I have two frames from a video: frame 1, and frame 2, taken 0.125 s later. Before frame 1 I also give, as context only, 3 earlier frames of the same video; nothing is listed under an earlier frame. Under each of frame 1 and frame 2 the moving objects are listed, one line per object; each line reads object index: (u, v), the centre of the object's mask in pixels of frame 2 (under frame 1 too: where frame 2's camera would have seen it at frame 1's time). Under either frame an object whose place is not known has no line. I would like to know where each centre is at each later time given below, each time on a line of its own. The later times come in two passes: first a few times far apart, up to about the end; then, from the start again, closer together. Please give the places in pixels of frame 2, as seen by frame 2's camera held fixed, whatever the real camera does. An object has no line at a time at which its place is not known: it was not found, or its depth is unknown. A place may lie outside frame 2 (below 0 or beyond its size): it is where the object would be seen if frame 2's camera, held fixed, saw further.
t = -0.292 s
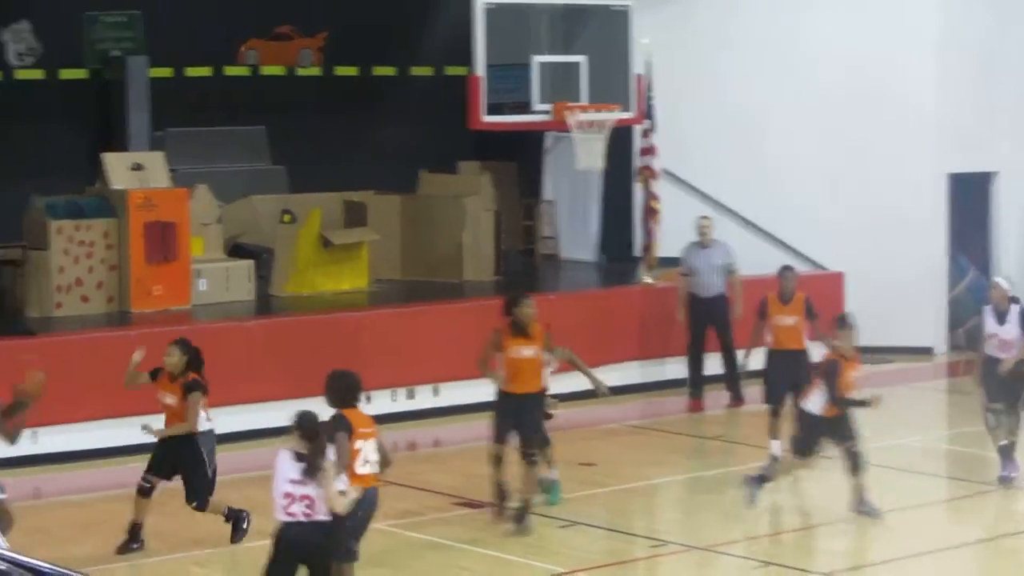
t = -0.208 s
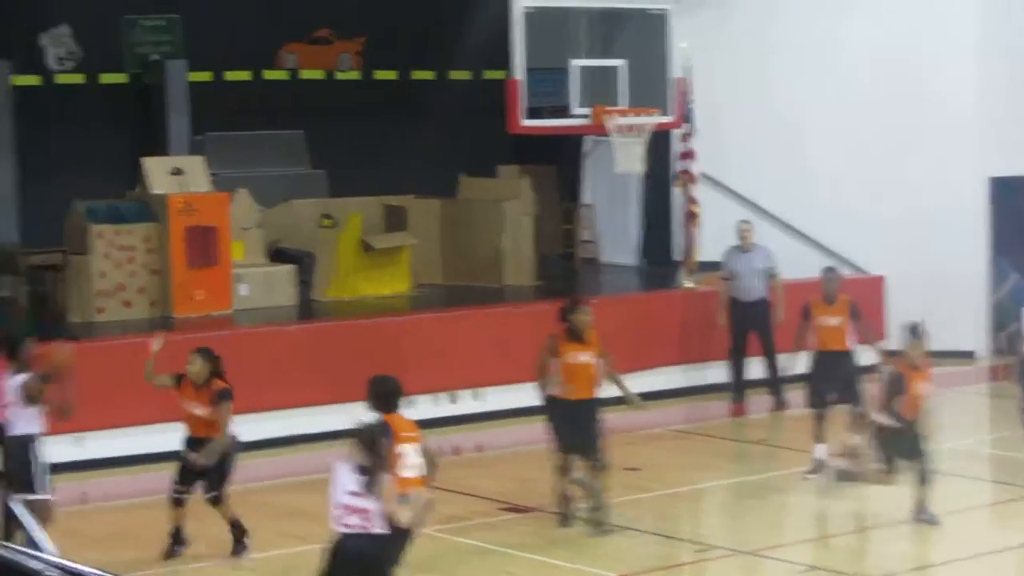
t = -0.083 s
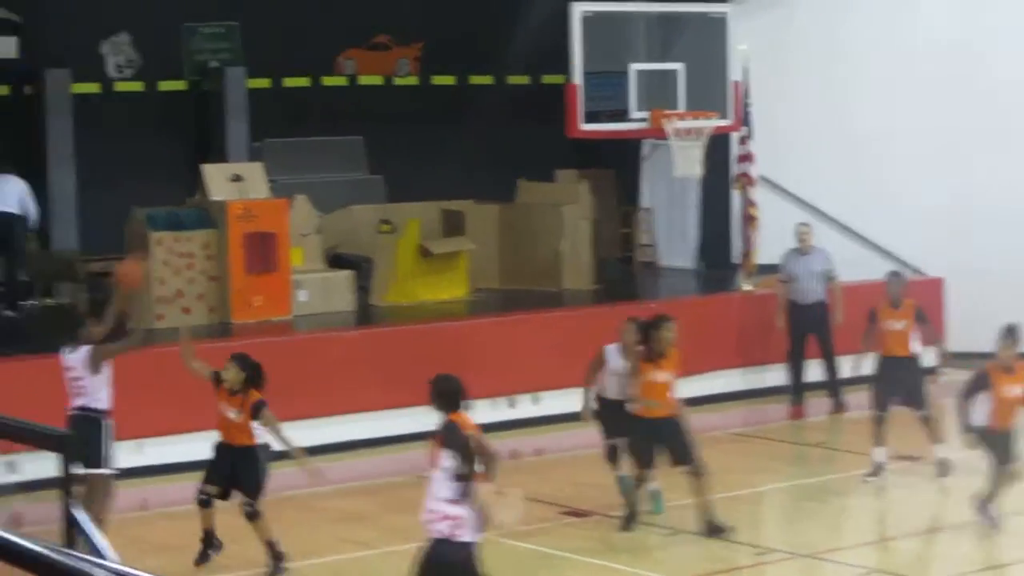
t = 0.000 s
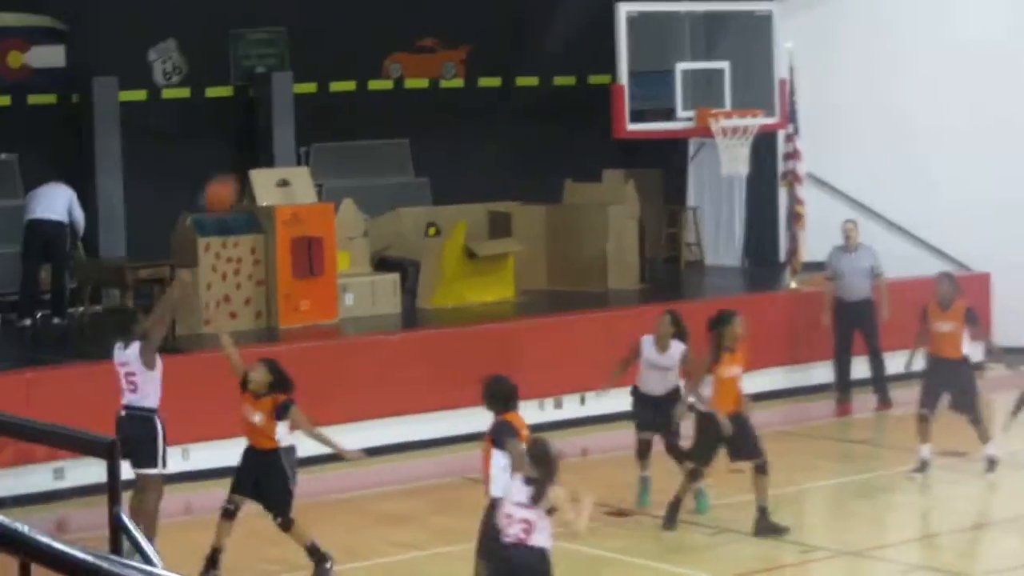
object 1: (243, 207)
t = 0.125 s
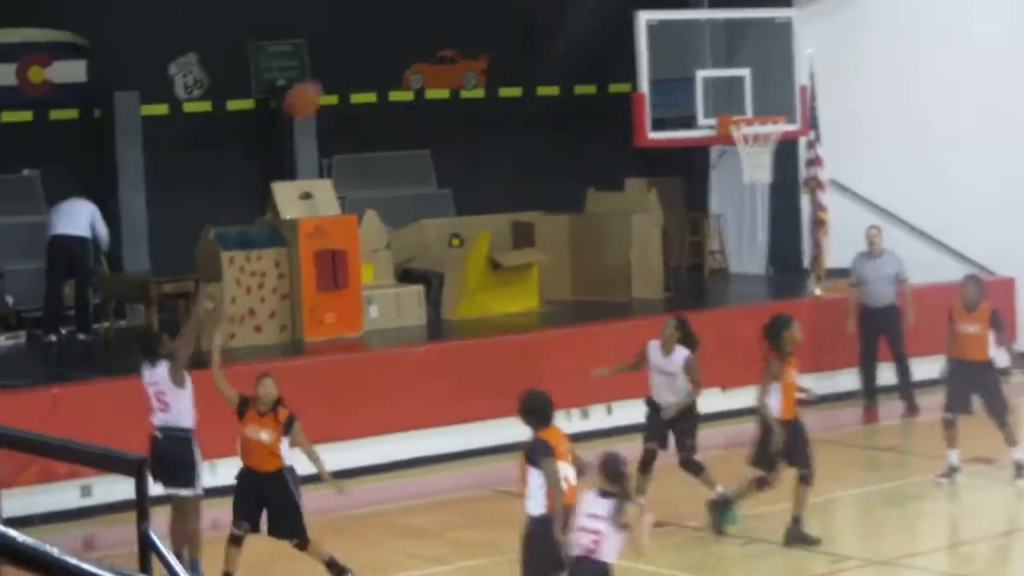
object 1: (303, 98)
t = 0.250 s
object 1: (365, 15)
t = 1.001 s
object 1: (686, -23)
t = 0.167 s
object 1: (326, 68)
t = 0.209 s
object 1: (344, 40)
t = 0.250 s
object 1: (365, 15)
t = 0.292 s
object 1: (384, -8)
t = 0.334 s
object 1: (403, -25)
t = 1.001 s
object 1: (686, -23)
